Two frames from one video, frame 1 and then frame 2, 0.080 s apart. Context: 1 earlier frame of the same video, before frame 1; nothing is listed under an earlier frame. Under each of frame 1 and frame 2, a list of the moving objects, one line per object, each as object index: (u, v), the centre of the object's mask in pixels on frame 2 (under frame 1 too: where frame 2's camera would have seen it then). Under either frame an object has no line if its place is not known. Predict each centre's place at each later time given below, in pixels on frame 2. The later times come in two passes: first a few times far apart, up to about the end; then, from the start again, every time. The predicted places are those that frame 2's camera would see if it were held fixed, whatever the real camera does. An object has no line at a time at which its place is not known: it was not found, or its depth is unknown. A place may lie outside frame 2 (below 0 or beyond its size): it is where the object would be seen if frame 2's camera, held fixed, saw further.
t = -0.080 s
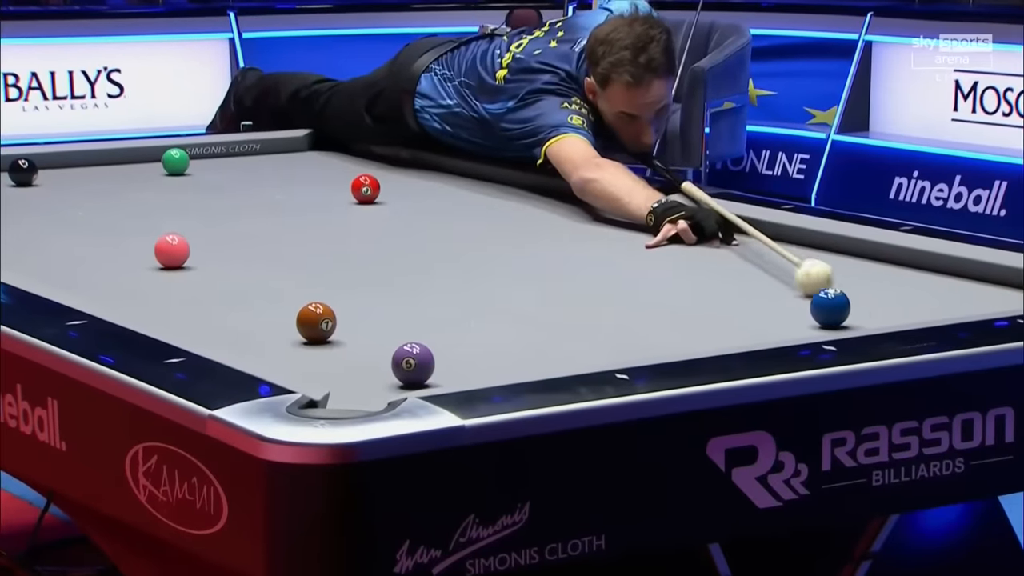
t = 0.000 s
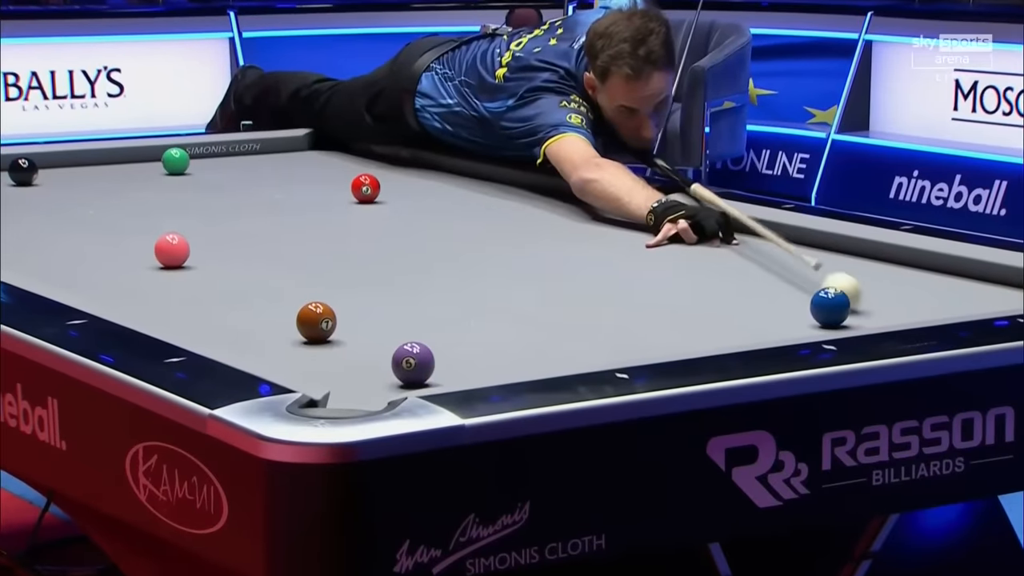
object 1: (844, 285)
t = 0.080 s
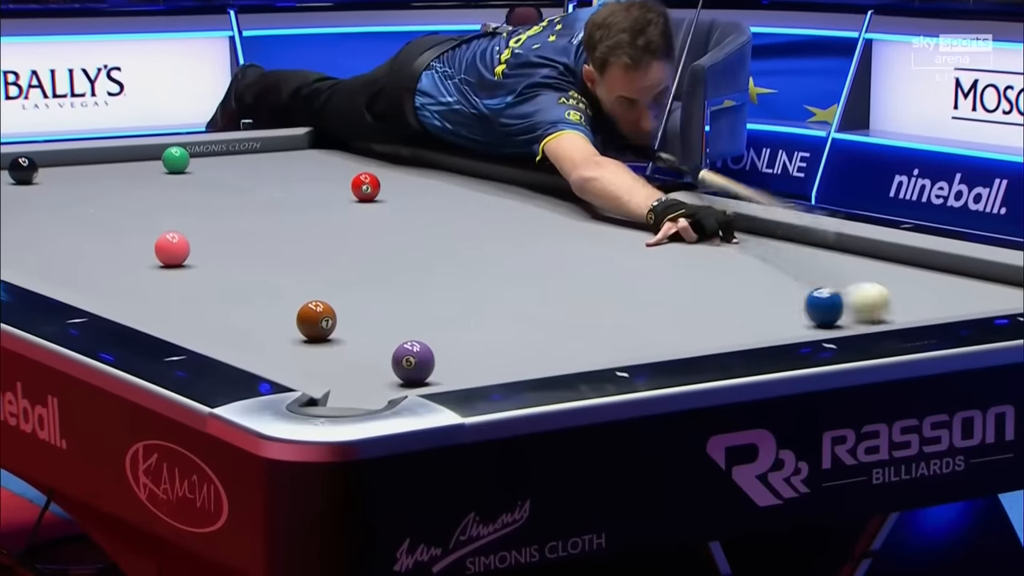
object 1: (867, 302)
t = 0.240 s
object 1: (946, 307)
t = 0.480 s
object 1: (845, 297)
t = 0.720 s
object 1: (766, 282)
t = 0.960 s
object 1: (702, 270)
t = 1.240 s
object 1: (627, 256)
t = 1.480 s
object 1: (574, 246)
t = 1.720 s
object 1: (521, 235)
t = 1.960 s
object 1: (472, 226)
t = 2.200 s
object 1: (426, 217)
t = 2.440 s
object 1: (385, 209)
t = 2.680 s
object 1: (349, 202)
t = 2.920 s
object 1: (314, 194)
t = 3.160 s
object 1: (284, 188)
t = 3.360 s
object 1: (261, 183)
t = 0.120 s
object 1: (897, 305)
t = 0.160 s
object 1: (922, 306)
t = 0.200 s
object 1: (941, 307)
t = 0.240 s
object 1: (946, 307)
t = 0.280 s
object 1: (928, 307)
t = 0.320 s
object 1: (911, 306)
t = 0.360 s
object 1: (890, 305)
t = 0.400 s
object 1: (871, 302)
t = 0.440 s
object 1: (861, 300)
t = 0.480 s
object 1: (845, 297)
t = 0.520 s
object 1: (830, 294)
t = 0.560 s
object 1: (815, 292)
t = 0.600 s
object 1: (807, 290)
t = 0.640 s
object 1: (794, 288)
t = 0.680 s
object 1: (780, 285)
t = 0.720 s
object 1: (766, 282)
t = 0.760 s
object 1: (759, 281)
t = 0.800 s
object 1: (746, 278)
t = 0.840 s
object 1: (733, 276)
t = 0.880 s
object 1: (721, 274)
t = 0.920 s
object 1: (713, 272)
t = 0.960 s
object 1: (702, 270)
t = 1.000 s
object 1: (689, 268)
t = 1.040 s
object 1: (678, 266)
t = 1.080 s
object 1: (668, 264)
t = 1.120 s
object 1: (660, 262)
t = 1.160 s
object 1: (648, 260)
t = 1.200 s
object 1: (638, 258)
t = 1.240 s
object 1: (627, 256)
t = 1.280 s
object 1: (620, 254)
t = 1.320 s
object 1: (610, 252)
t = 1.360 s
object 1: (600, 250)
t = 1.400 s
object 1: (589, 248)
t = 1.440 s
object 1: (579, 247)
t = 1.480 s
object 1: (574, 246)
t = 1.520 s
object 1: (564, 244)
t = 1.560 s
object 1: (555, 242)
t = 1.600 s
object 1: (545, 240)
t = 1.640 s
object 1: (536, 238)
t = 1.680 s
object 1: (530, 237)
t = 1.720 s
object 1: (521, 235)
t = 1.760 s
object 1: (512, 234)
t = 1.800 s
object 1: (503, 232)
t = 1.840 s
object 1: (494, 230)
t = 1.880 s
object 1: (489, 229)
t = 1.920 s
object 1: (480, 227)
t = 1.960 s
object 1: (472, 226)
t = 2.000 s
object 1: (463, 224)
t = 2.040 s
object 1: (455, 222)
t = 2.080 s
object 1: (447, 221)
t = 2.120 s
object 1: (443, 220)
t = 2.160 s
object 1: (434, 218)
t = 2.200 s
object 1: (426, 217)
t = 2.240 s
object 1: (419, 215)
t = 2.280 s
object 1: (411, 214)
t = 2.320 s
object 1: (406, 213)
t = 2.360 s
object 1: (400, 212)
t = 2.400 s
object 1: (392, 210)
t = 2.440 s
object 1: (385, 209)
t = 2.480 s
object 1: (379, 207)
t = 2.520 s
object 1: (374, 207)
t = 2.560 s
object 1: (367, 205)
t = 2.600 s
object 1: (360, 204)
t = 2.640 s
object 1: (353, 202)
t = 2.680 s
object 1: (349, 202)
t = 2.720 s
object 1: (343, 200)
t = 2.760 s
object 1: (336, 199)
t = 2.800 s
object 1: (330, 197)
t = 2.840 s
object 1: (326, 197)
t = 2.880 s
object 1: (320, 195)
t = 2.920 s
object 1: (314, 194)
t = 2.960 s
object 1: (308, 193)
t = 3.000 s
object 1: (304, 192)
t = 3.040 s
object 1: (298, 191)
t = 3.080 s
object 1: (293, 190)
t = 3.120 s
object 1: (287, 189)
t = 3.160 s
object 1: (284, 188)
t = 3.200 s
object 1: (279, 187)
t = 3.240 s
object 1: (274, 185)
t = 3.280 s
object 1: (269, 184)
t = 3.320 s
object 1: (265, 184)
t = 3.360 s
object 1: (261, 183)
